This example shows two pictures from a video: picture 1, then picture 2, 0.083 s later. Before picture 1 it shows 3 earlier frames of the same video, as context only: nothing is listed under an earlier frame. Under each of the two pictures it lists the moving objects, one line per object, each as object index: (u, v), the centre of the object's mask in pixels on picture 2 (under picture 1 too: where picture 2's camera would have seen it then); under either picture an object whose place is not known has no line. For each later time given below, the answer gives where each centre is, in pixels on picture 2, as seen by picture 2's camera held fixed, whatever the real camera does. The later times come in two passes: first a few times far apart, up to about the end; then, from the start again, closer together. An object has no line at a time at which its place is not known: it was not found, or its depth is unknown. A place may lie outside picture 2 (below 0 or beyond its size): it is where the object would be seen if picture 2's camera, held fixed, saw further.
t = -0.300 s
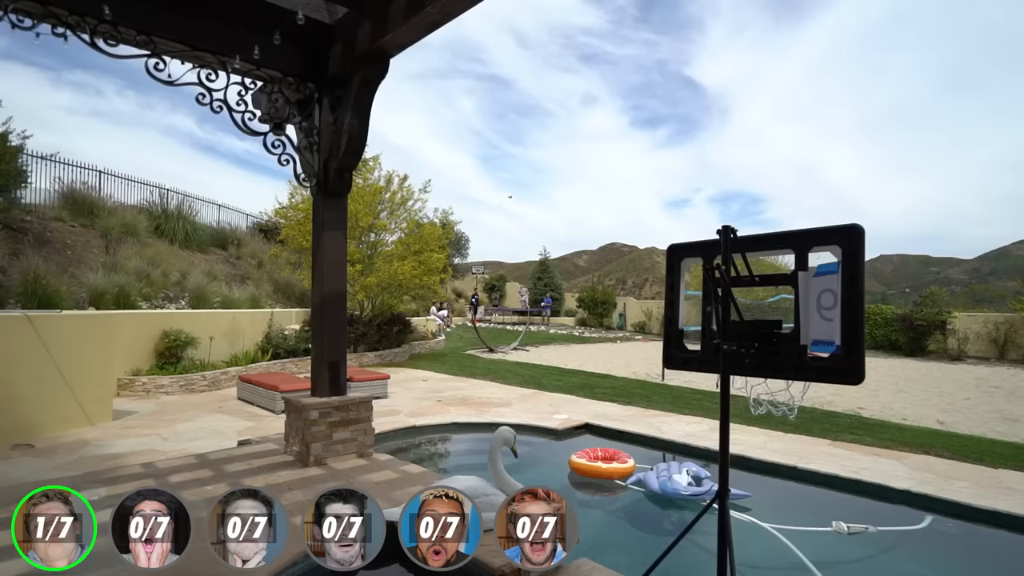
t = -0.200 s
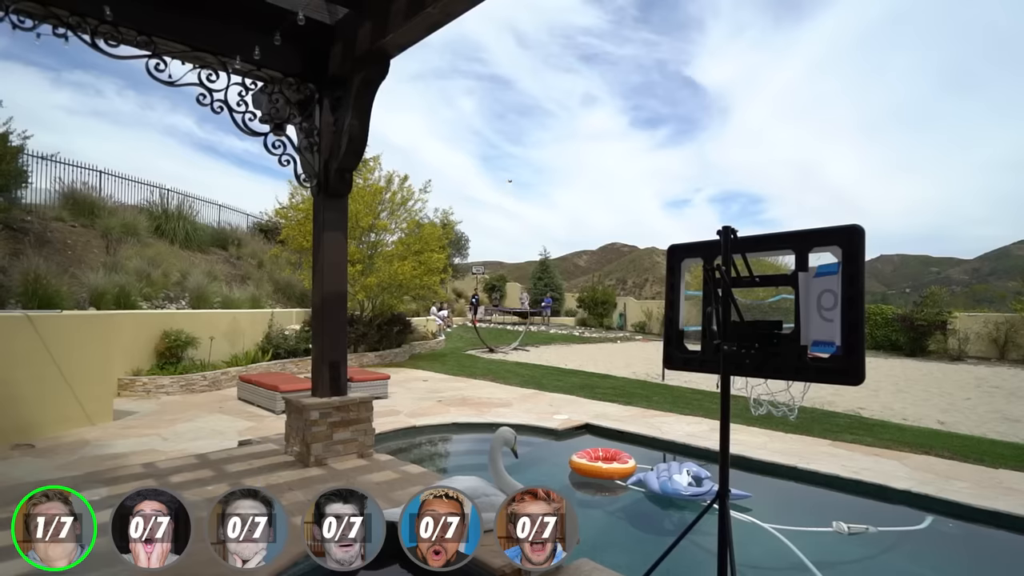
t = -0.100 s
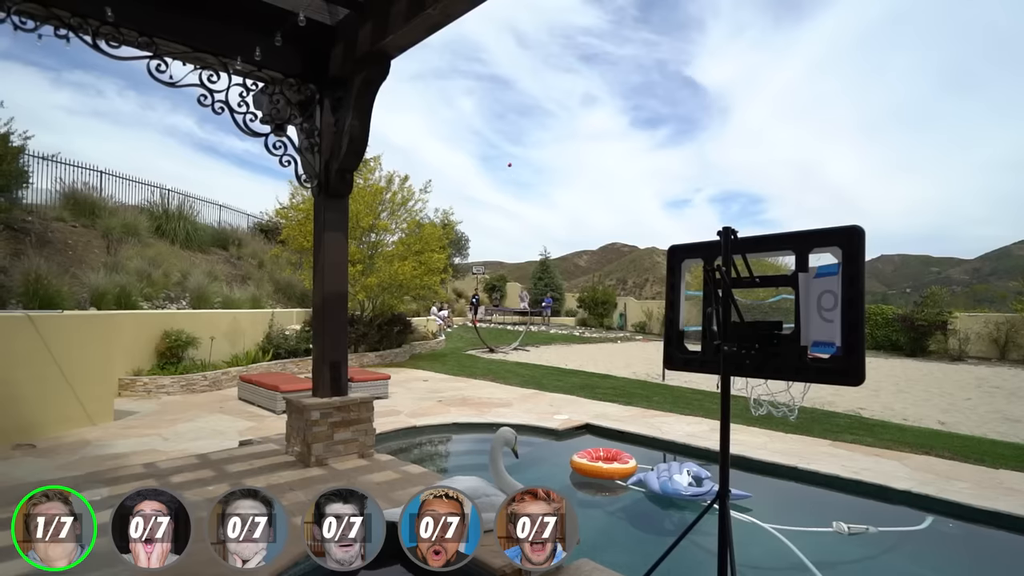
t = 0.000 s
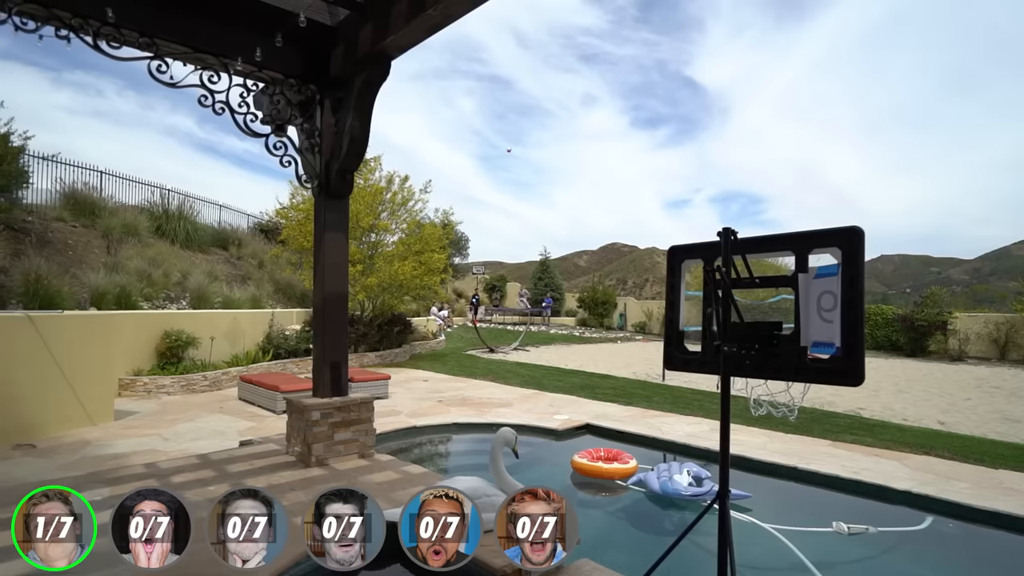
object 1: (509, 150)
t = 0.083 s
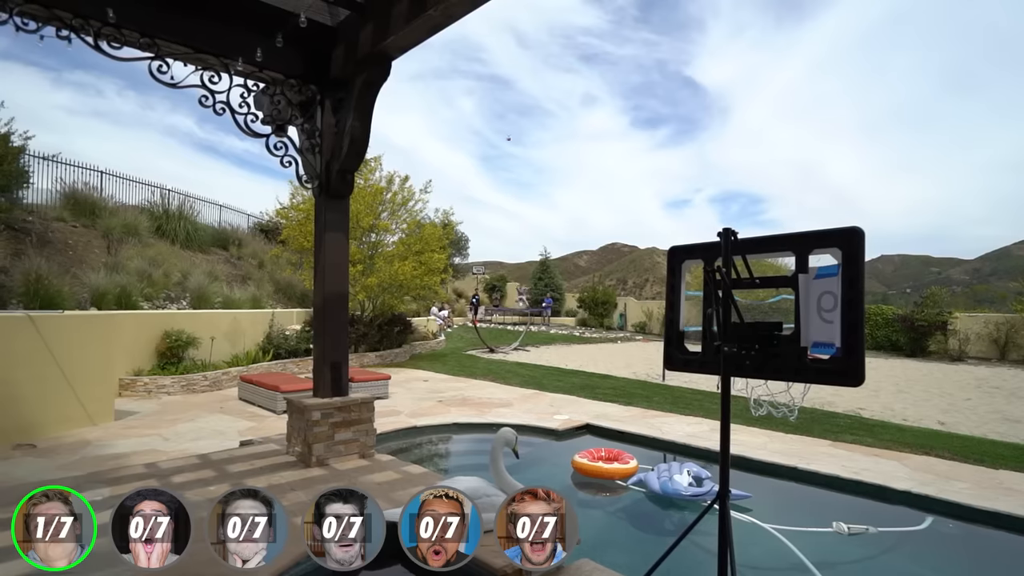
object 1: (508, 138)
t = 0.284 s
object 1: (506, 112)
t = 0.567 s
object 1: (502, 82)
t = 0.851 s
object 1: (497, 66)
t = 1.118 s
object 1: (491, 71)
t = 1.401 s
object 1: (485, 118)
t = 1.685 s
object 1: (480, 244)
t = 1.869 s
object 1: (480, 430)
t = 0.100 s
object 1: (508, 136)
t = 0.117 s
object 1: (508, 134)
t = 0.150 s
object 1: (507, 129)
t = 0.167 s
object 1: (507, 126)
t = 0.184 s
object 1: (507, 124)
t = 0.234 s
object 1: (506, 119)
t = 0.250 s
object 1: (507, 116)
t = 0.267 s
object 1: (506, 114)
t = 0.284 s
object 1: (506, 112)
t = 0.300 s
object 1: (506, 110)
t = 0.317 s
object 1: (505, 107)
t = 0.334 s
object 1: (506, 106)
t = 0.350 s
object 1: (505, 105)
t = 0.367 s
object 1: (505, 102)
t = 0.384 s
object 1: (505, 100)
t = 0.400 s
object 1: (505, 98)
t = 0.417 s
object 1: (504, 96)
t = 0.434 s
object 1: (504, 95)
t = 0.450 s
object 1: (504, 93)
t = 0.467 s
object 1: (504, 91)
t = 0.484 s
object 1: (504, 90)
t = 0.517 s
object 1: (503, 87)
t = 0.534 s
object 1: (503, 85)
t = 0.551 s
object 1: (502, 84)
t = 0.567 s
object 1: (502, 82)
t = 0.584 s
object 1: (502, 81)
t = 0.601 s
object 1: (502, 79)
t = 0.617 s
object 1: (501, 78)
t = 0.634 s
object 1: (501, 77)
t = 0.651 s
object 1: (501, 76)
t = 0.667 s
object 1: (501, 76)
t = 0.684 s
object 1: (501, 75)
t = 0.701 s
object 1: (500, 72)
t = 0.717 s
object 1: (500, 71)
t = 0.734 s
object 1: (499, 70)
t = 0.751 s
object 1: (499, 69)
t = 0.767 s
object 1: (499, 68)
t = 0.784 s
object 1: (498, 68)
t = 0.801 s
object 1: (498, 67)
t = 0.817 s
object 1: (498, 68)
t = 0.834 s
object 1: (497, 66)
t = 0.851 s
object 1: (497, 66)
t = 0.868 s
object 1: (497, 65)
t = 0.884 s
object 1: (496, 65)
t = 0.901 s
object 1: (496, 65)
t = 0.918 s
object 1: (496, 65)
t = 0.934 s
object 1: (495, 65)
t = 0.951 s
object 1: (495, 65)
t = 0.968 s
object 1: (494, 66)
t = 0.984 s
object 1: (494, 65)
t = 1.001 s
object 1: (494, 65)
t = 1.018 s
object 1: (493, 66)
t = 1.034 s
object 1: (493, 66)
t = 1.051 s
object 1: (492, 66)
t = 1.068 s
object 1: (492, 67)
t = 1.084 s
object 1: (492, 69)
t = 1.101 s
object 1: (491, 70)
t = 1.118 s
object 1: (491, 71)
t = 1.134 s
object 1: (491, 73)
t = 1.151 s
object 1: (490, 73)
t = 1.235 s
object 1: (489, 86)
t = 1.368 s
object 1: (485, 108)
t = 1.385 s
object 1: (485, 113)
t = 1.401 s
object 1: (485, 118)
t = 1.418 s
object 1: (485, 123)
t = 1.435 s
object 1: (485, 128)
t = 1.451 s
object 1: (485, 133)
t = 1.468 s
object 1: (484, 139)
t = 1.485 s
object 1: (483, 144)
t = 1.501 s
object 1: (483, 150)
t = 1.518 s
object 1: (483, 157)
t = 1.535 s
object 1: (482, 164)
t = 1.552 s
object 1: (482, 171)
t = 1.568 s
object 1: (482, 178)
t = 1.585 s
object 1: (482, 187)
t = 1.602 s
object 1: (482, 195)
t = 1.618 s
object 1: (482, 205)
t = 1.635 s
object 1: (482, 214)
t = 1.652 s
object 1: (482, 224)
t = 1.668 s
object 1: (480, 232)
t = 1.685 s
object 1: (480, 244)
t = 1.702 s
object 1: (481, 256)
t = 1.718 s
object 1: (481, 269)
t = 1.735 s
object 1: (482, 281)
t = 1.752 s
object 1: (480, 295)
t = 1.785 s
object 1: (482, 327)
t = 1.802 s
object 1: (482, 344)
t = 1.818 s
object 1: (482, 363)
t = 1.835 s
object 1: (483, 383)
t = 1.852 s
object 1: (479, 407)
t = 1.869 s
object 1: (480, 430)
